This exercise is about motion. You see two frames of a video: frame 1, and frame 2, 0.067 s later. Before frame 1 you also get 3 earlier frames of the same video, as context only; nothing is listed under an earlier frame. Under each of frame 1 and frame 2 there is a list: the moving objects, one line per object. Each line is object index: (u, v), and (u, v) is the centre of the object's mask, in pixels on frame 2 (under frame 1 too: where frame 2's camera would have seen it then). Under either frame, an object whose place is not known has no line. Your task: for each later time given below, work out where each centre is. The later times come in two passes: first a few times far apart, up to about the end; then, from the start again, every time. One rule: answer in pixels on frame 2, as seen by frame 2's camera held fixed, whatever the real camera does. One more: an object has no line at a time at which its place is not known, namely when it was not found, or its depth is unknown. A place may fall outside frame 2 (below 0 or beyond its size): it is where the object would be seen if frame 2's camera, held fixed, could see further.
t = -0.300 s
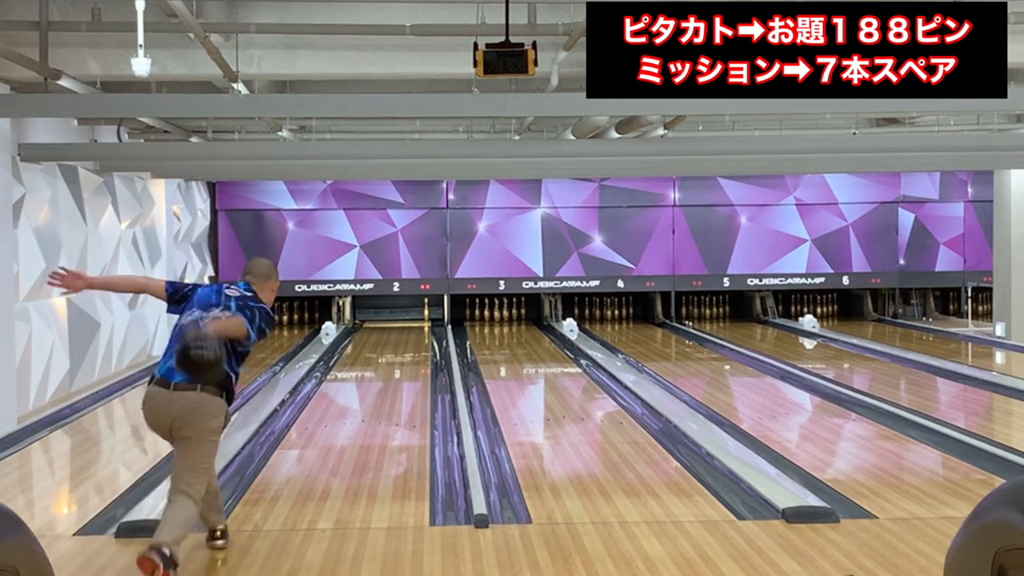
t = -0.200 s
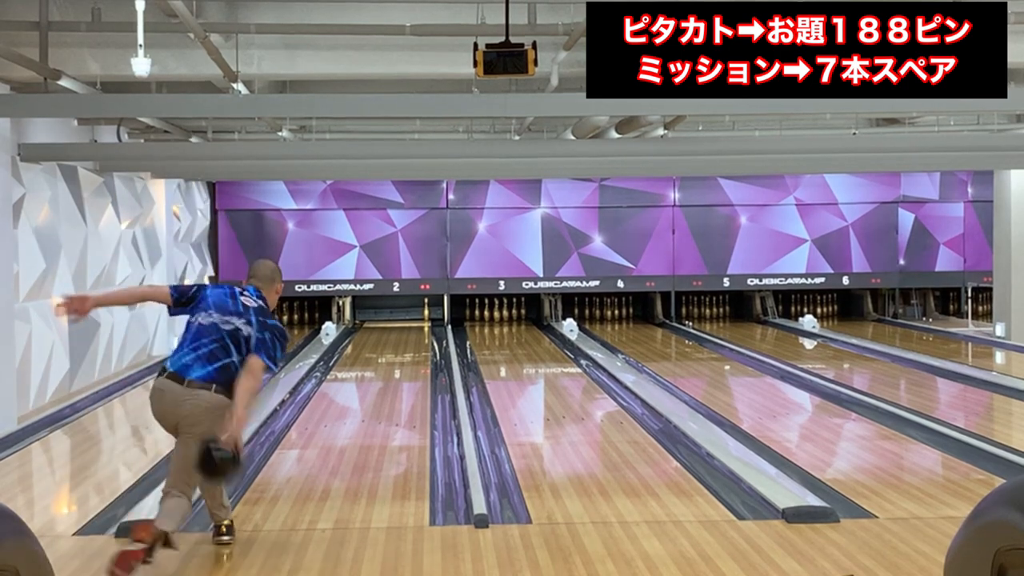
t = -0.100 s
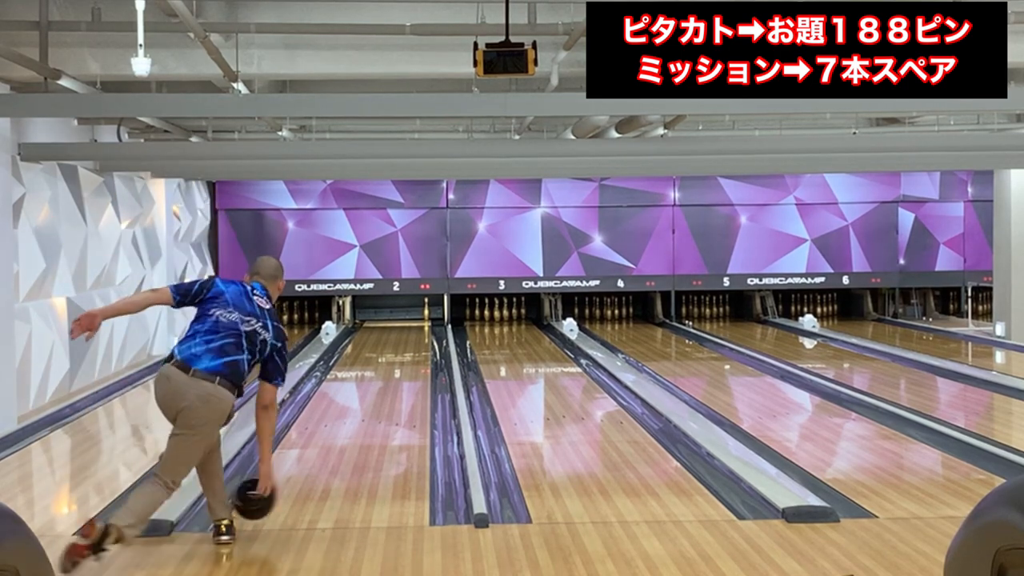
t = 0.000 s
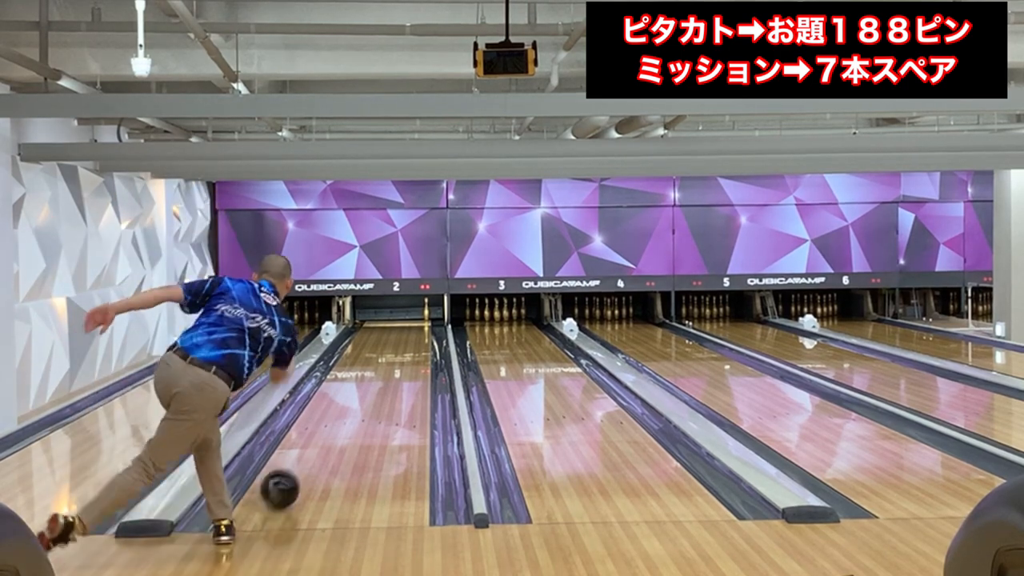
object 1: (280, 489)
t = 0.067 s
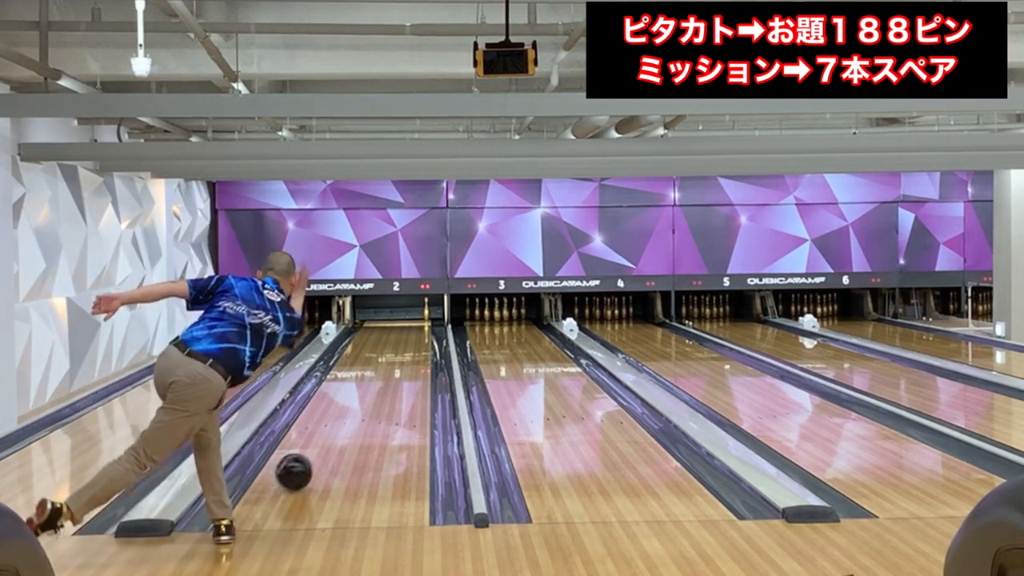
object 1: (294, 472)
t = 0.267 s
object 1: (328, 436)
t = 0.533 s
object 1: (359, 401)
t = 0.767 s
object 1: (378, 379)
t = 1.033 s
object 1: (395, 361)
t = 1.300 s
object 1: (407, 346)
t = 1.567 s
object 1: (415, 334)
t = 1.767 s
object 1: (420, 327)
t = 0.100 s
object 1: (300, 466)
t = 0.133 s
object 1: (306, 459)
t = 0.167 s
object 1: (312, 453)
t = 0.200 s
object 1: (318, 447)
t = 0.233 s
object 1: (323, 442)
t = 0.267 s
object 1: (328, 436)
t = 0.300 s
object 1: (332, 431)
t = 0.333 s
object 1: (337, 426)
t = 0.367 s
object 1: (341, 421)
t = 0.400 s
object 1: (345, 416)
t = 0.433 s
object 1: (349, 412)
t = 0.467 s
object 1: (352, 408)
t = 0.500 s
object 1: (356, 405)
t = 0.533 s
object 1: (359, 401)
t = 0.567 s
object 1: (362, 397)
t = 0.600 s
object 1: (365, 394)
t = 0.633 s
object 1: (368, 391)
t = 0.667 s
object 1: (371, 387)
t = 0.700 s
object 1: (373, 385)
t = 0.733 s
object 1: (376, 382)
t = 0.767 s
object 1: (378, 379)
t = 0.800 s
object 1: (381, 376)
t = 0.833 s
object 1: (383, 374)
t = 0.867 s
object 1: (385, 371)
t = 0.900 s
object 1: (387, 369)
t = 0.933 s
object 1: (389, 366)
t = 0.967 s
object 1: (391, 365)
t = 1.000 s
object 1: (393, 362)
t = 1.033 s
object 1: (395, 361)
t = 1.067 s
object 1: (396, 358)
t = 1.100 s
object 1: (398, 356)
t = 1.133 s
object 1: (400, 355)
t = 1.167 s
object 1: (401, 353)
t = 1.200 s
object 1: (403, 351)
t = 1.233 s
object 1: (405, 349)
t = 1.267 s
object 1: (406, 347)
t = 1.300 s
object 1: (407, 346)
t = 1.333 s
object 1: (408, 344)
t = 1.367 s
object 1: (409, 342)
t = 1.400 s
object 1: (411, 341)
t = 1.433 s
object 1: (412, 340)
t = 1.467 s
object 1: (413, 338)
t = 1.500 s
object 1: (414, 337)
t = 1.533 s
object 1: (414, 336)
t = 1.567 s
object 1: (415, 334)
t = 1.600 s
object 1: (416, 333)
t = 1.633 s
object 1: (417, 331)
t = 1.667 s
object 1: (418, 330)
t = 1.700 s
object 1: (419, 329)
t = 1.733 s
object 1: (419, 328)
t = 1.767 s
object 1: (420, 327)
